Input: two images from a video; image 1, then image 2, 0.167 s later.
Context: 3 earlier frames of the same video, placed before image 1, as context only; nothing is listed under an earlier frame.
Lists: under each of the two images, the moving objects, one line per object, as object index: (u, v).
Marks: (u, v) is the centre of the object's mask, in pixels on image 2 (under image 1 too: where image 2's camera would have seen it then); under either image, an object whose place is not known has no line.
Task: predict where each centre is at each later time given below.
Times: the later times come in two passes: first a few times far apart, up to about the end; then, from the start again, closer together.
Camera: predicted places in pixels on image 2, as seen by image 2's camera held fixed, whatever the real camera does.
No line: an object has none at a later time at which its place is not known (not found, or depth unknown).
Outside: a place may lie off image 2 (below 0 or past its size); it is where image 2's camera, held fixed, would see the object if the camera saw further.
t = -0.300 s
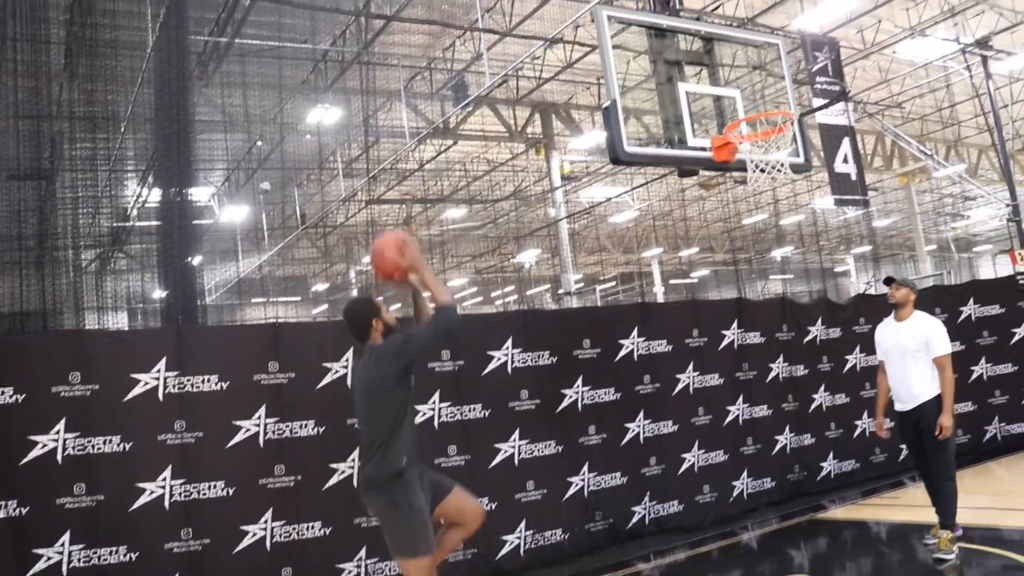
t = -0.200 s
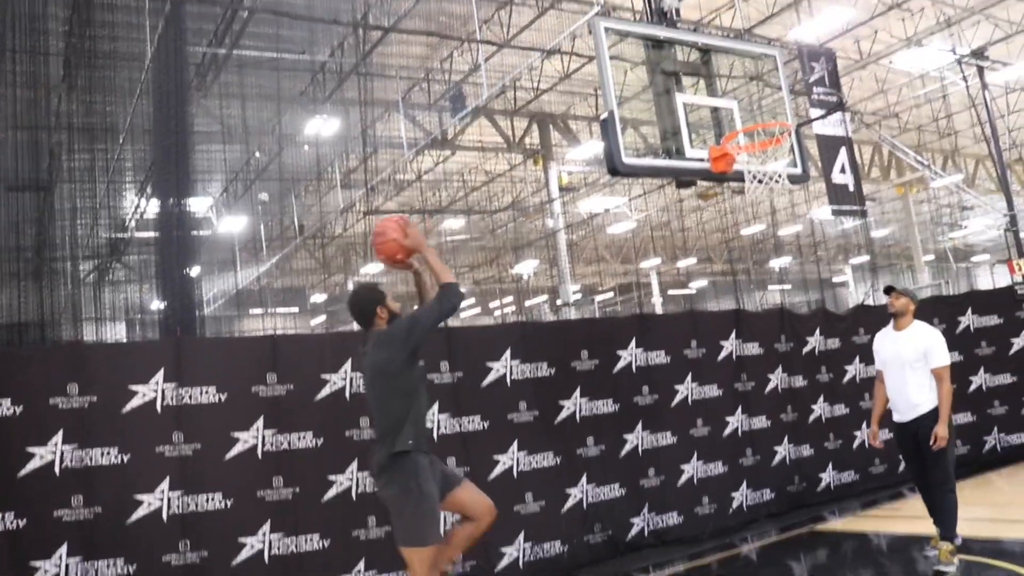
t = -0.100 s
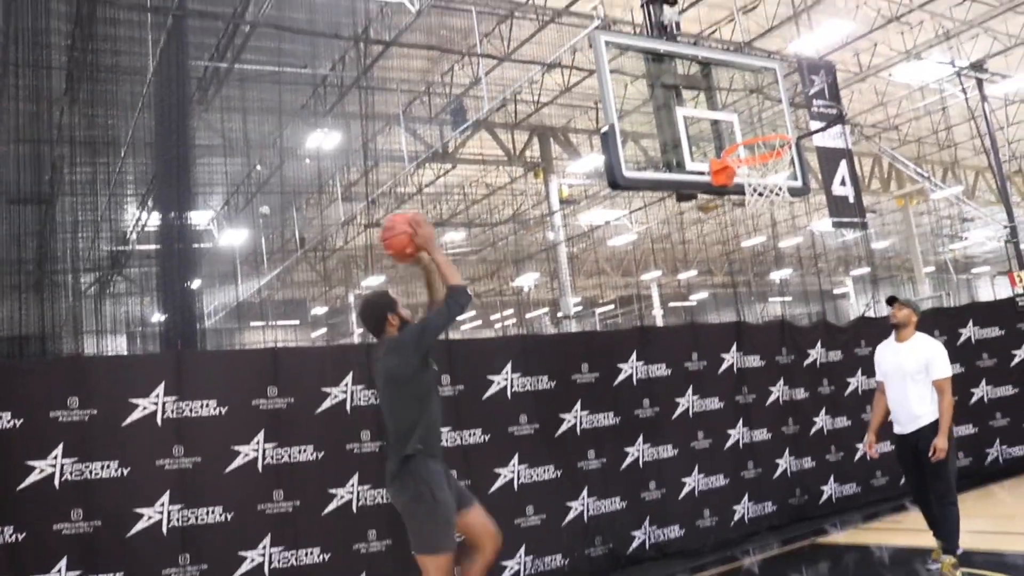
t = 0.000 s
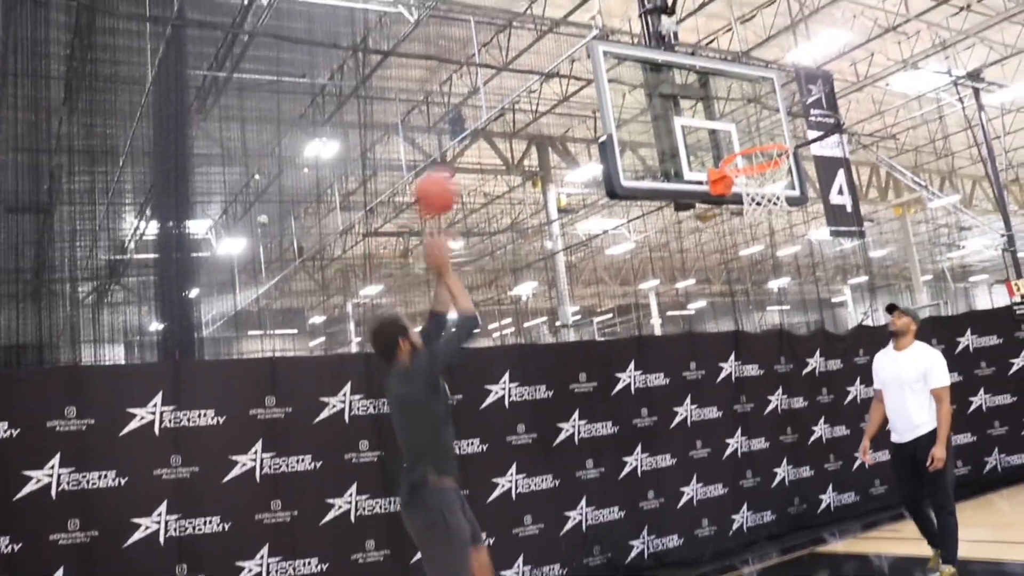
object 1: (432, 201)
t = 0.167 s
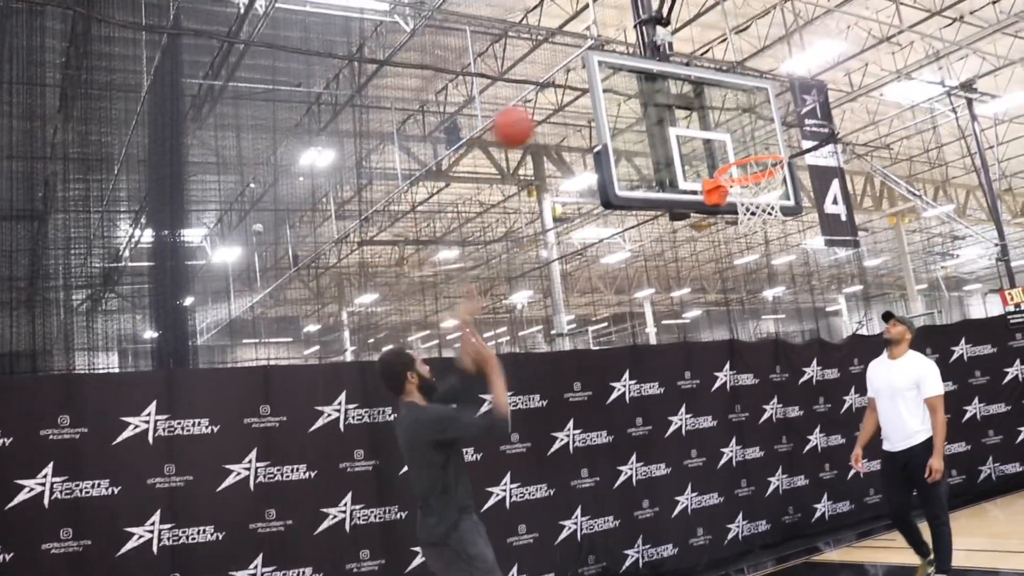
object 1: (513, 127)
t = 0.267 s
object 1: (560, 105)
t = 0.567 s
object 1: (692, 133)
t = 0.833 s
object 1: (691, 182)
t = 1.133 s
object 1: (648, 375)
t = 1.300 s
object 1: (629, 583)
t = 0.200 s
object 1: (529, 117)
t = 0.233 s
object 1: (544, 111)
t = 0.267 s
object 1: (560, 105)
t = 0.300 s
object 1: (575, 102)
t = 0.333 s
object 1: (591, 101)
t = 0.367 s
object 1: (604, 101)
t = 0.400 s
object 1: (620, 102)
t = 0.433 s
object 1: (635, 105)
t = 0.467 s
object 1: (650, 110)
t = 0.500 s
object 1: (661, 115)
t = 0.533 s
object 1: (675, 122)
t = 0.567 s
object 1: (692, 133)
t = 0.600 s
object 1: (706, 146)
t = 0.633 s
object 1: (719, 157)
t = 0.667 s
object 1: (718, 159)
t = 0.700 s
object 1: (712, 160)
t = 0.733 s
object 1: (709, 162)
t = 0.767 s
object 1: (702, 167)
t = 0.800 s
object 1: (697, 174)
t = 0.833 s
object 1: (691, 182)
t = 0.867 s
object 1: (686, 195)
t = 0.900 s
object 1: (682, 206)
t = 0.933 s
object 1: (677, 220)
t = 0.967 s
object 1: (671, 237)
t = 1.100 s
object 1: (650, 344)
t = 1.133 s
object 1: (648, 375)
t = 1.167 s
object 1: (643, 412)
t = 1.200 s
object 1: (639, 453)
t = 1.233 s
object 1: (636, 505)
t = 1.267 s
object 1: (631, 552)
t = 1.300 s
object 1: (629, 583)
